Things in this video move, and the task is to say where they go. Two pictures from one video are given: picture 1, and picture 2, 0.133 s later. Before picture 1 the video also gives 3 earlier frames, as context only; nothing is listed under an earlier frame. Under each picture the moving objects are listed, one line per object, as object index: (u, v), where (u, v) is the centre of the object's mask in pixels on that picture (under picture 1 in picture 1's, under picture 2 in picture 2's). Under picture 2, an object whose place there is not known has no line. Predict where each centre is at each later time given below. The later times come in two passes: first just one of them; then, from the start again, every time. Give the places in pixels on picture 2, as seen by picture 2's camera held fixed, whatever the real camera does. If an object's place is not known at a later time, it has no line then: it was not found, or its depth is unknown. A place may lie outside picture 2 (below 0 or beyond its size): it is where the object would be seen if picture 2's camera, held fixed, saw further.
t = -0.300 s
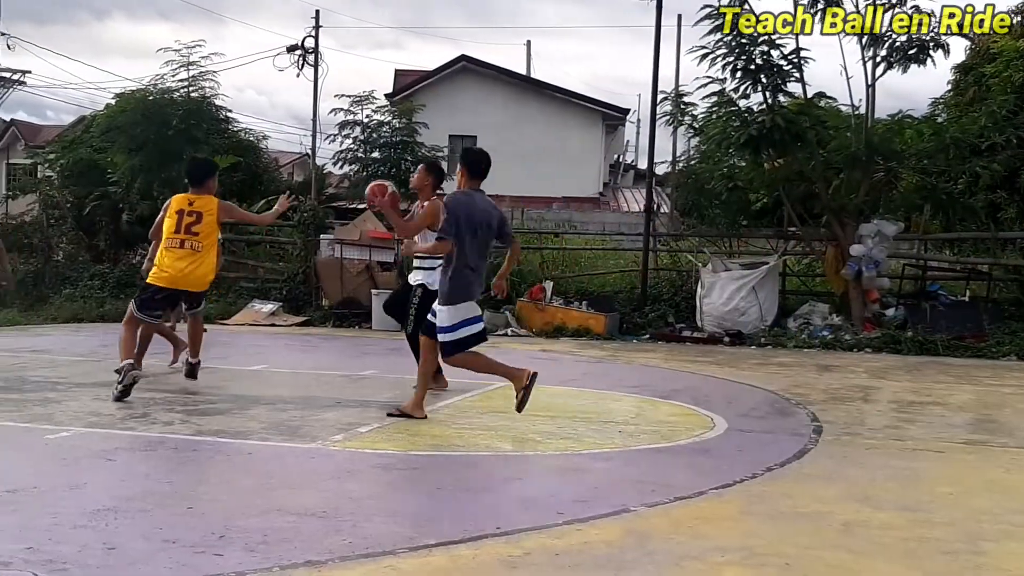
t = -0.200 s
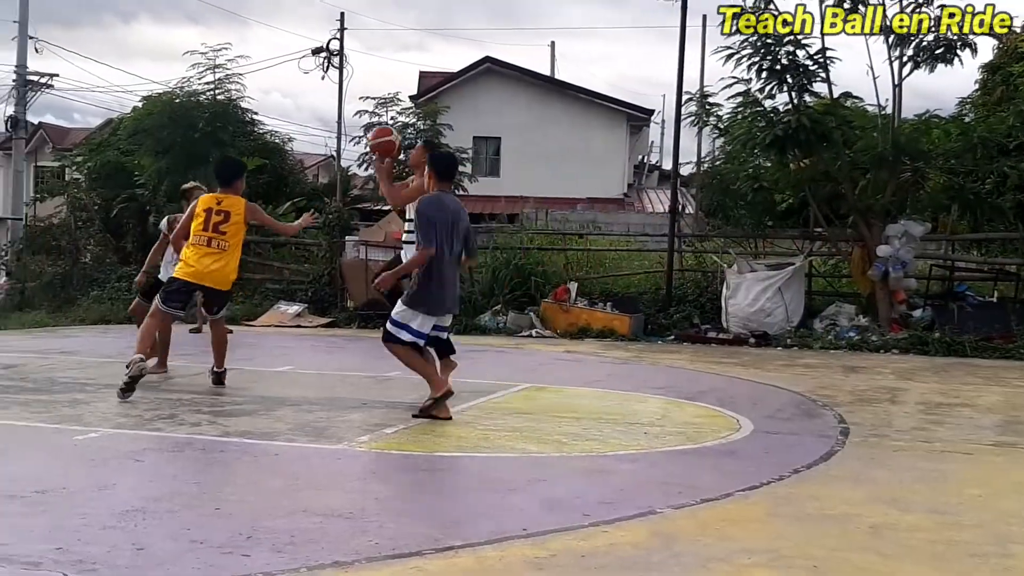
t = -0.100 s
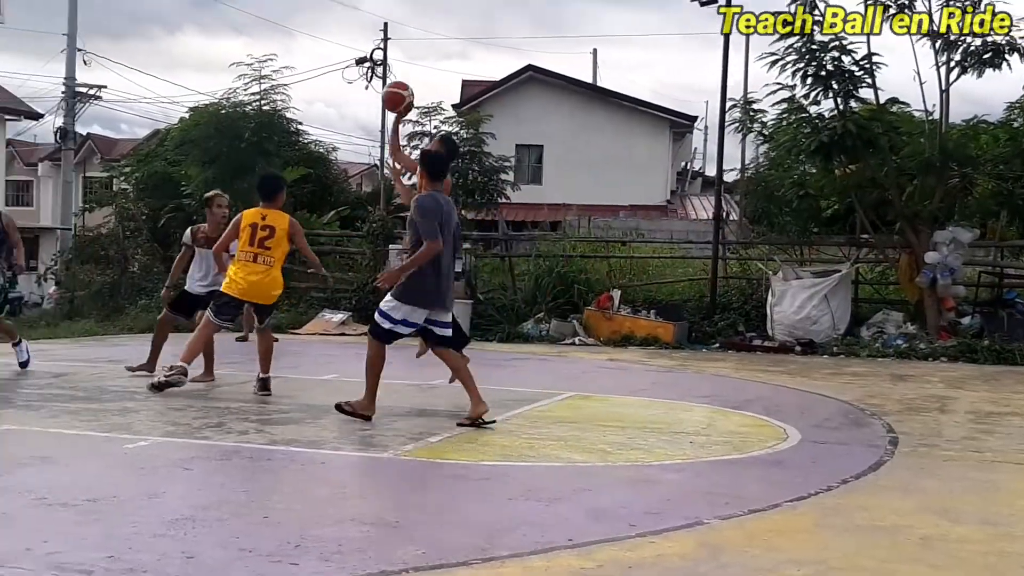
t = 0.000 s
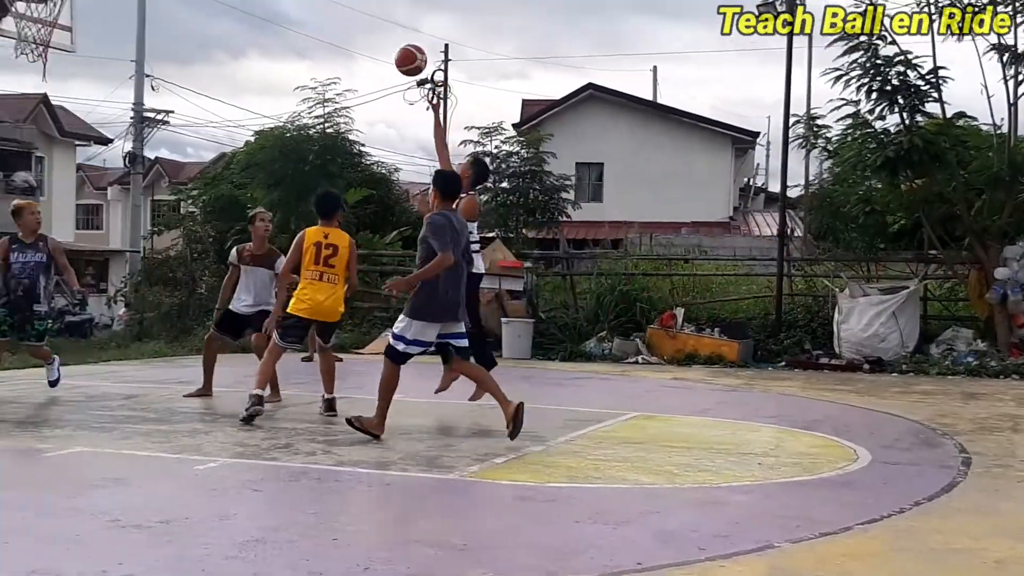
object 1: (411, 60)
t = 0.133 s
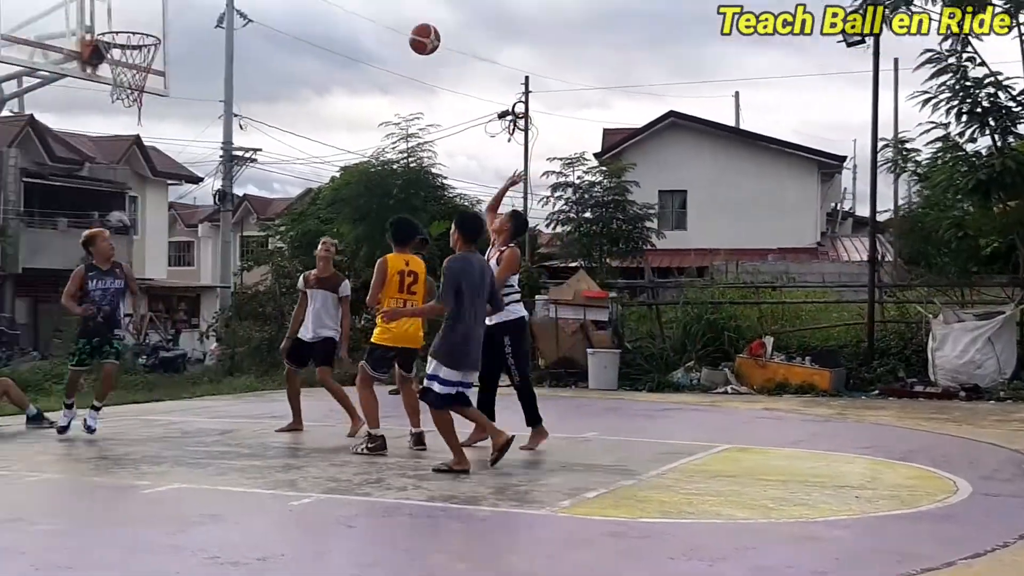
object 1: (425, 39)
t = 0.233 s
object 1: (378, 17)
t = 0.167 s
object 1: (409, 31)
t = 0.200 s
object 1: (393, 23)
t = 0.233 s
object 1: (378, 17)
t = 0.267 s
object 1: (362, 13)
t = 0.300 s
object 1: (347, 10)
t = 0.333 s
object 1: (331, 8)
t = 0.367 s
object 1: (317, 8)
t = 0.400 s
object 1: (302, 10)
